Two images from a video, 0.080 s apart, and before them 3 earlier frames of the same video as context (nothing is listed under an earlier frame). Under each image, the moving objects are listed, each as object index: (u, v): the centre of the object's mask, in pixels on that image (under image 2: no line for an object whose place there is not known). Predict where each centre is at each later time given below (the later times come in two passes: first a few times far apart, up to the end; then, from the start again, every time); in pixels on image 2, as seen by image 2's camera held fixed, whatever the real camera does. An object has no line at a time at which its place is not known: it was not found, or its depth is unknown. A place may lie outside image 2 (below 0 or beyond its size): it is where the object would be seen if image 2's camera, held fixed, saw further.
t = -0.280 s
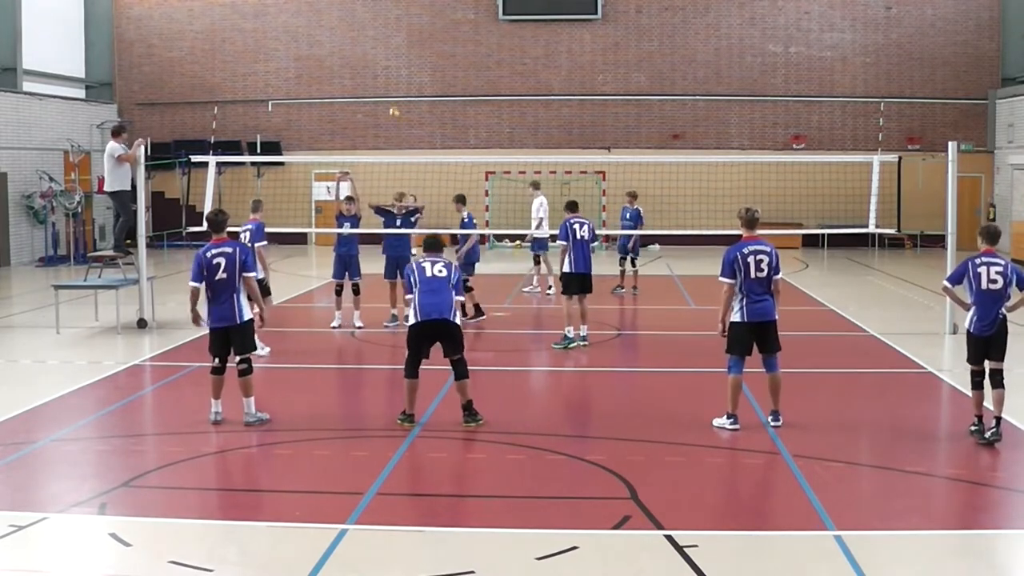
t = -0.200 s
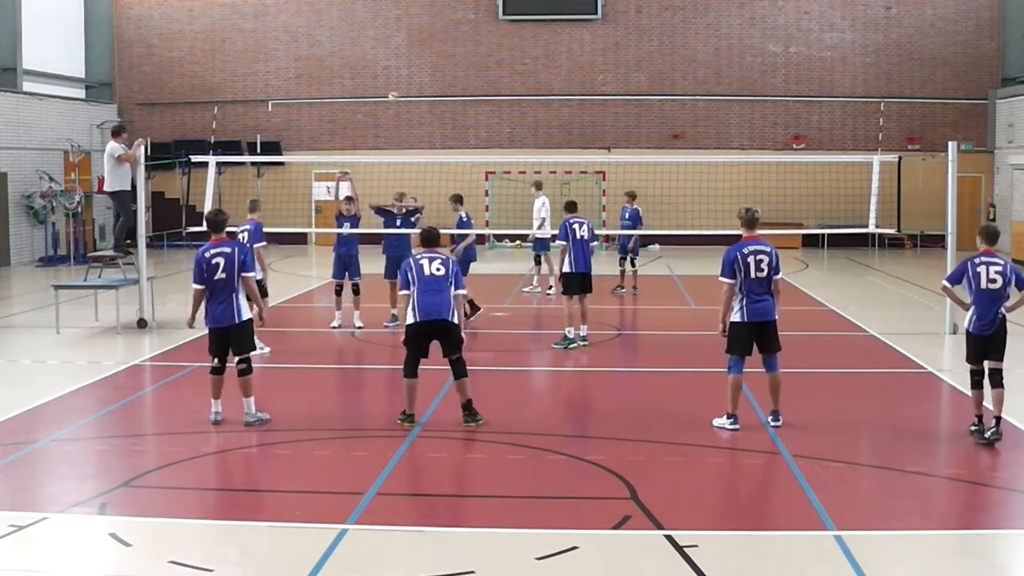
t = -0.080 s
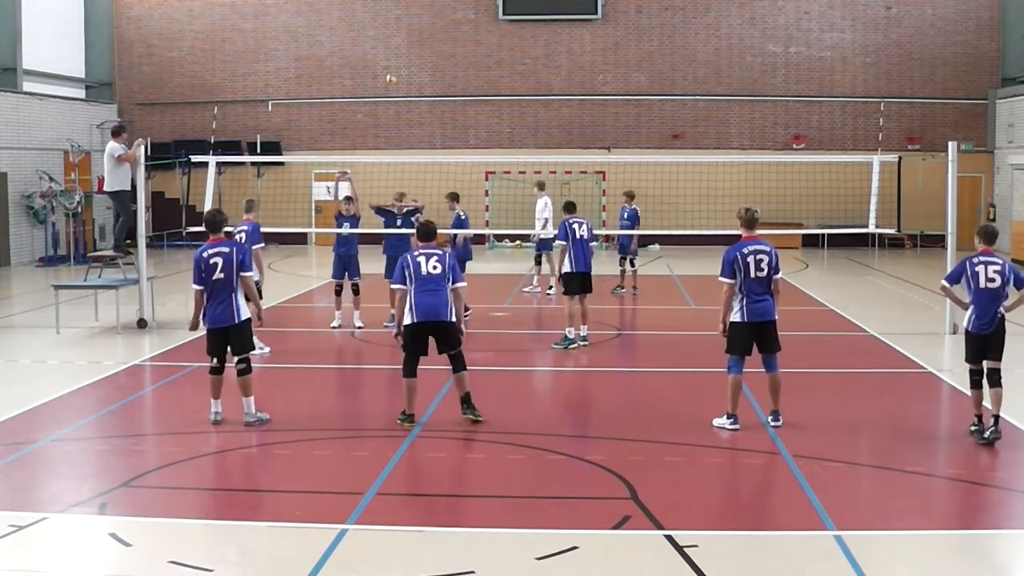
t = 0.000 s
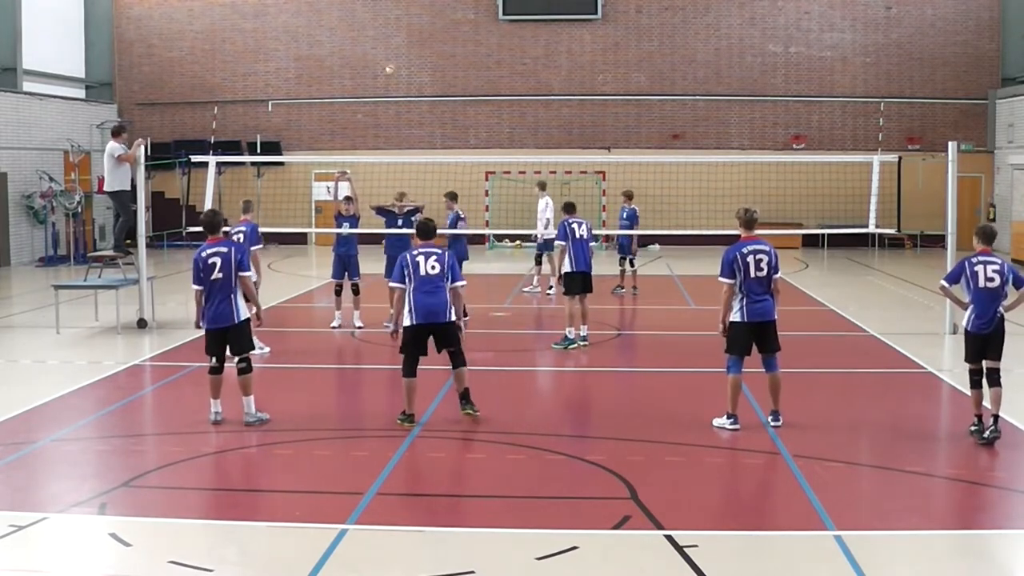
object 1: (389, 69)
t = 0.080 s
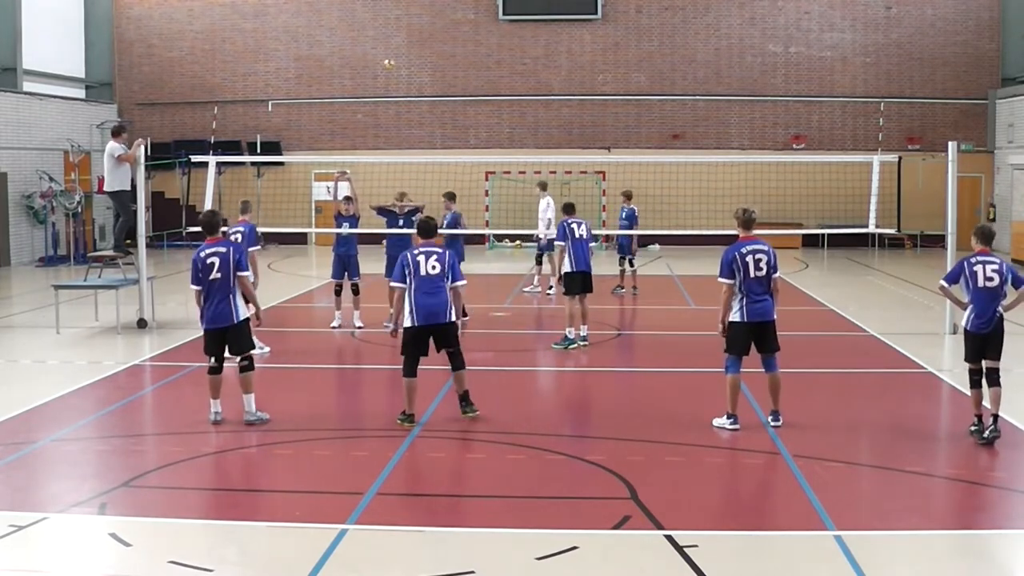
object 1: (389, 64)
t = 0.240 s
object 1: (387, 61)
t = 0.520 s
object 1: (383, 80)
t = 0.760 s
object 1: (379, 128)
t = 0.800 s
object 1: (379, 137)
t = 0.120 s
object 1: (388, 62)
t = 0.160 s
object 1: (387, 61)
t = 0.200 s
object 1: (387, 61)
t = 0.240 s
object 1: (387, 61)
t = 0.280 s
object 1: (386, 62)
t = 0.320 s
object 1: (385, 62)
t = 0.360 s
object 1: (385, 65)
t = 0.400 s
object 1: (384, 67)
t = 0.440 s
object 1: (383, 71)
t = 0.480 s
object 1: (383, 75)
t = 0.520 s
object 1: (383, 80)
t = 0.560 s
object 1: (382, 85)
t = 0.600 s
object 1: (381, 93)
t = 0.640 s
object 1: (380, 100)
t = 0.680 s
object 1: (380, 110)
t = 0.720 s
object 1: (380, 117)
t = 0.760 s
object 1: (379, 128)
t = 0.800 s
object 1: (379, 137)
